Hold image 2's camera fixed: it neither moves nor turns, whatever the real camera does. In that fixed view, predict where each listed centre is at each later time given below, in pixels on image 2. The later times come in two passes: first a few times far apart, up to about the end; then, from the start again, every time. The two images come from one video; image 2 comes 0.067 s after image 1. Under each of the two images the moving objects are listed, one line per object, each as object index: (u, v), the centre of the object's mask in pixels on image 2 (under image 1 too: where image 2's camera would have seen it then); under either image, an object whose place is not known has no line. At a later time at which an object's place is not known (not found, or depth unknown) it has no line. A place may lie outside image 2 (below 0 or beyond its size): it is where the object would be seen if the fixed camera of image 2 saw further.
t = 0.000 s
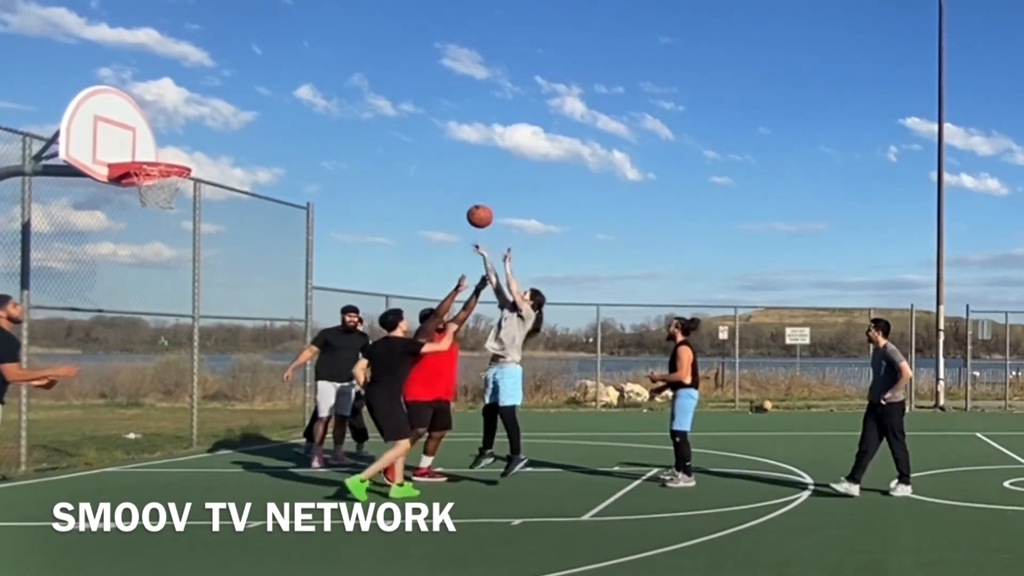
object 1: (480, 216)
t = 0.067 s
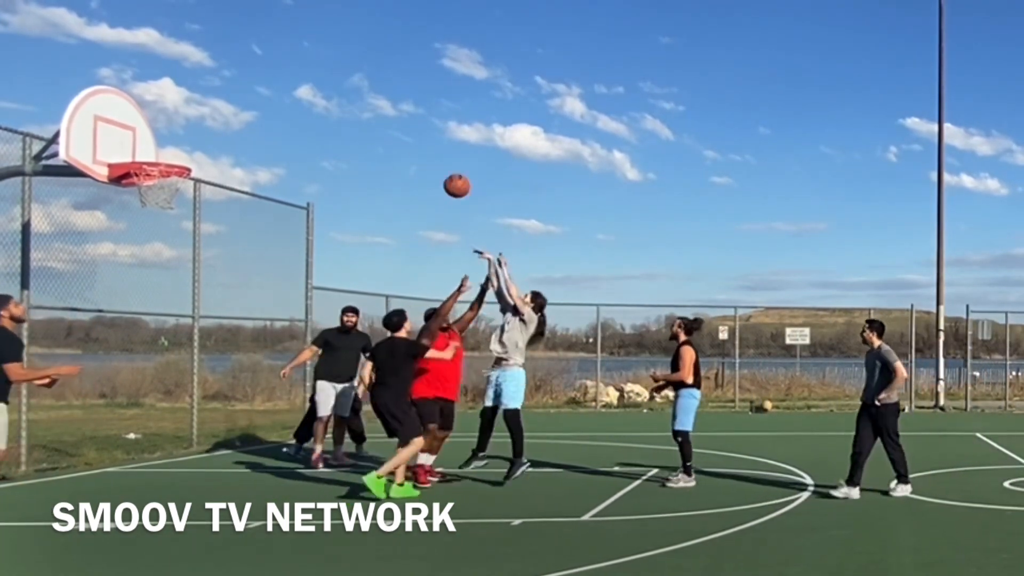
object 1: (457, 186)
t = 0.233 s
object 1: (398, 127)
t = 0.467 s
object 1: (312, 89)
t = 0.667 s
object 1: (236, 99)
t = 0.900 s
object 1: (149, 154)
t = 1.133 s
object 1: (154, 143)
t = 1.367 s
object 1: (189, 154)
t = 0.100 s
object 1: (445, 172)
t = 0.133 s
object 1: (434, 159)
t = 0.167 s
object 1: (422, 147)
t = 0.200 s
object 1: (410, 137)
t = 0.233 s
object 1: (398, 127)
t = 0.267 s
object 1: (386, 119)
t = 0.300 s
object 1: (374, 111)
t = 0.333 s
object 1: (362, 105)
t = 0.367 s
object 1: (350, 99)
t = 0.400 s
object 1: (337, 95)
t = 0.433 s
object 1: (325, 91)
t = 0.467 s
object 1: (312, 89)
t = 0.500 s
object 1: (300, 88)
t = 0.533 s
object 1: (287, 88)
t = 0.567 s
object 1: (275, 89)
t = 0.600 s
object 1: (262, 91)
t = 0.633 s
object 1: (249, 95)
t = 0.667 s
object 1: (236, 99)
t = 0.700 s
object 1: (223, 104)
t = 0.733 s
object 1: (209, 111)
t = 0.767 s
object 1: (196, 119)
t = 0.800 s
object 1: (183, 128)
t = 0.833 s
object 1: (169, 139)
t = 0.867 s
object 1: (155, 150)
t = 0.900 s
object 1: (149, 154)
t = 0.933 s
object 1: (149, 154)
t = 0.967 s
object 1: (148, 155)
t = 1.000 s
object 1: (148, 153)
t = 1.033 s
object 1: (149, 150)
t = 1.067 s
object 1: (152, 146)
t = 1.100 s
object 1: (152, 144)
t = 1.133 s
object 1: (154, 143)
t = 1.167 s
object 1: (156, 143)
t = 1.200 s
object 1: (163, 141)
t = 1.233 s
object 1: (168, 141)
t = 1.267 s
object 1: (174, 143)
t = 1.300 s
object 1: (179, 145)
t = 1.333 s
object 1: (184, 149)
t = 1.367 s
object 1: (189, 154)
